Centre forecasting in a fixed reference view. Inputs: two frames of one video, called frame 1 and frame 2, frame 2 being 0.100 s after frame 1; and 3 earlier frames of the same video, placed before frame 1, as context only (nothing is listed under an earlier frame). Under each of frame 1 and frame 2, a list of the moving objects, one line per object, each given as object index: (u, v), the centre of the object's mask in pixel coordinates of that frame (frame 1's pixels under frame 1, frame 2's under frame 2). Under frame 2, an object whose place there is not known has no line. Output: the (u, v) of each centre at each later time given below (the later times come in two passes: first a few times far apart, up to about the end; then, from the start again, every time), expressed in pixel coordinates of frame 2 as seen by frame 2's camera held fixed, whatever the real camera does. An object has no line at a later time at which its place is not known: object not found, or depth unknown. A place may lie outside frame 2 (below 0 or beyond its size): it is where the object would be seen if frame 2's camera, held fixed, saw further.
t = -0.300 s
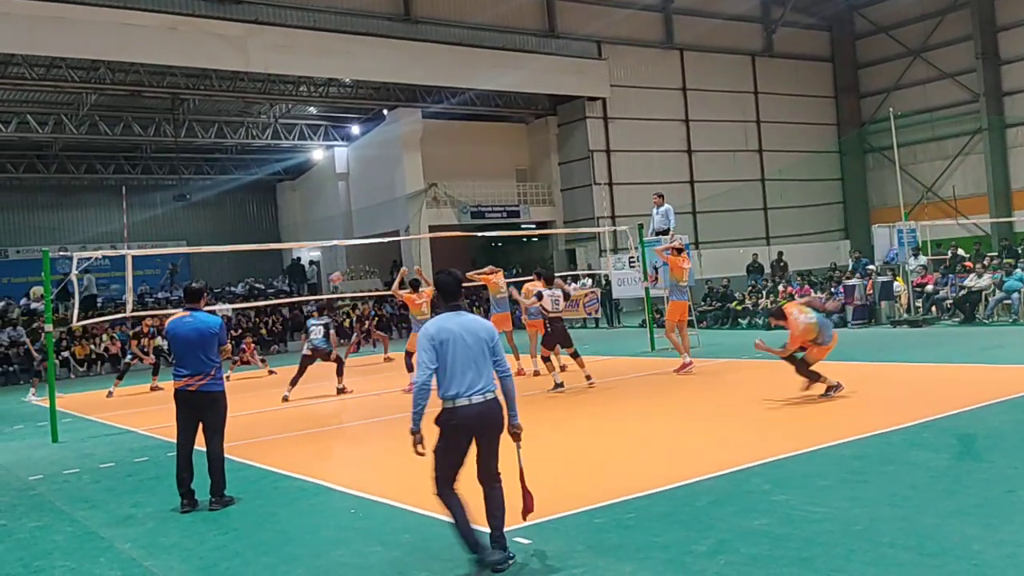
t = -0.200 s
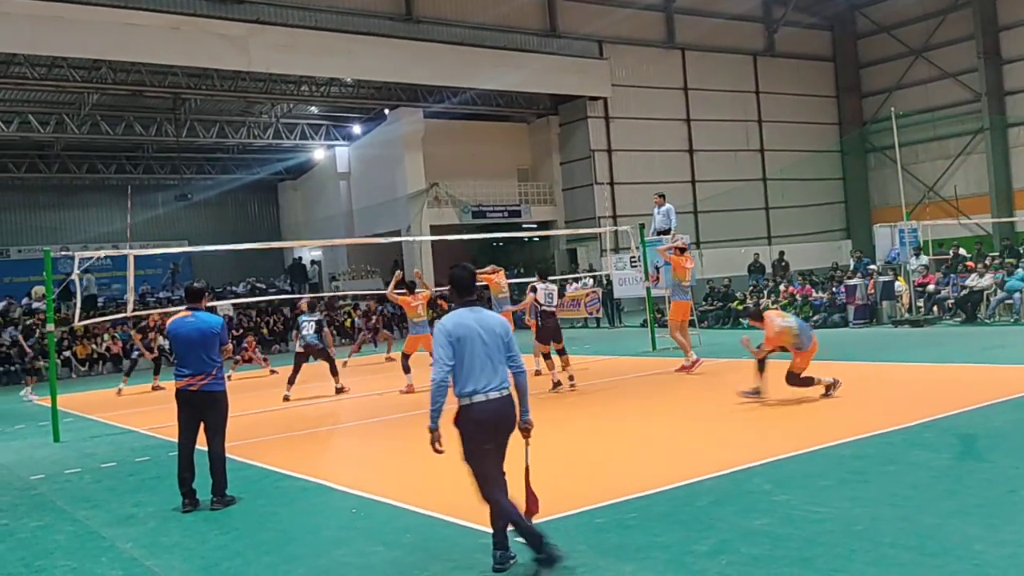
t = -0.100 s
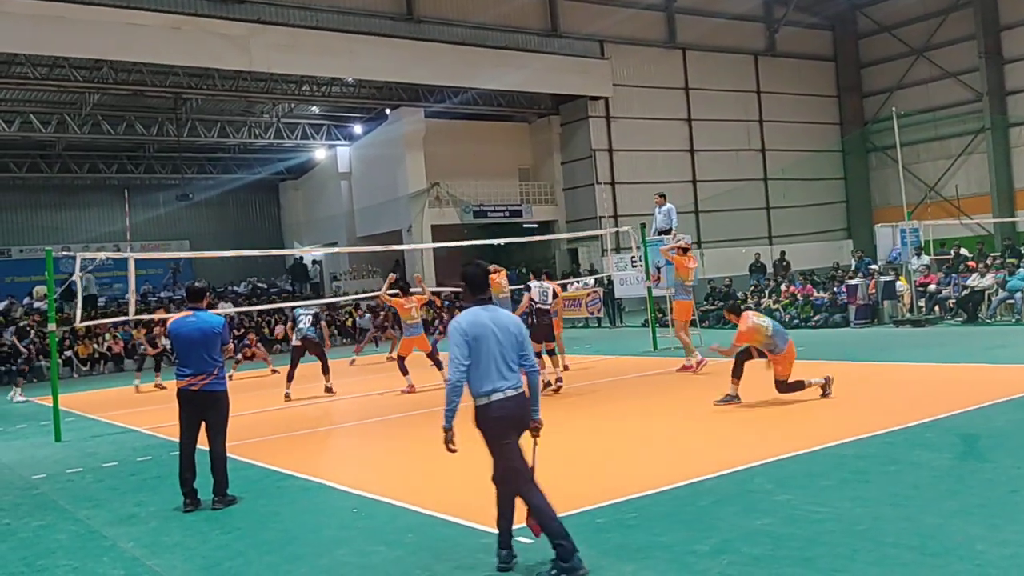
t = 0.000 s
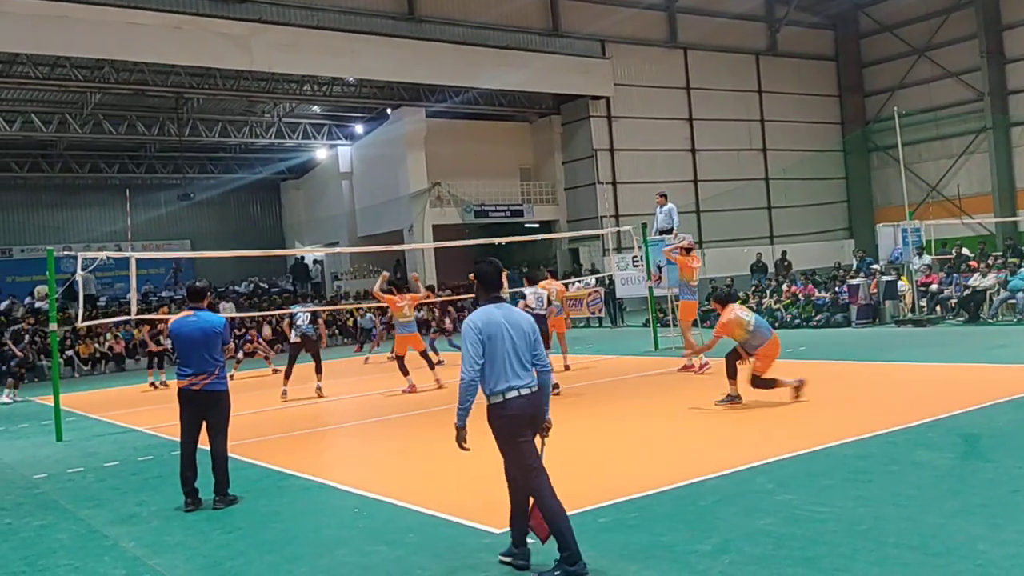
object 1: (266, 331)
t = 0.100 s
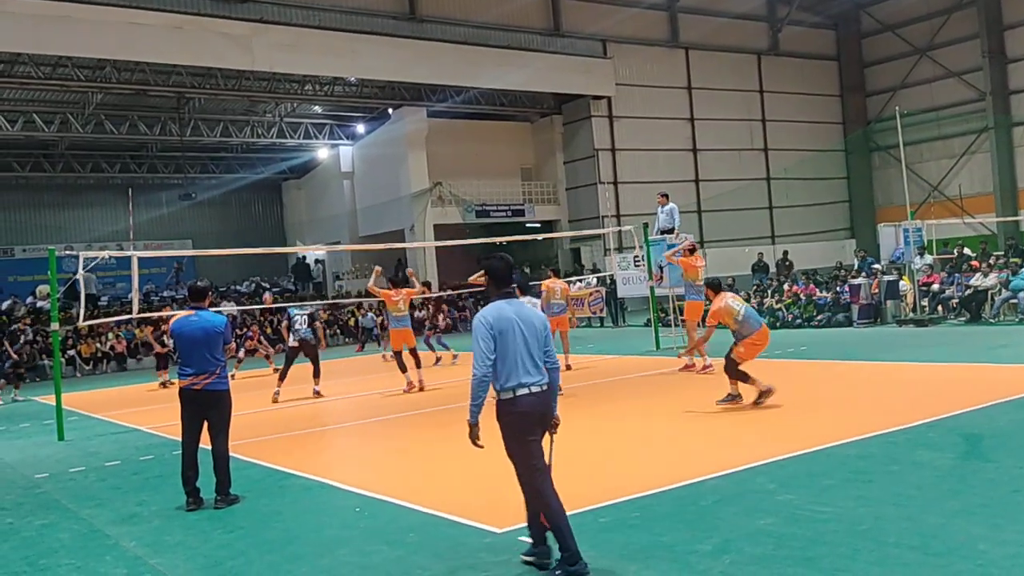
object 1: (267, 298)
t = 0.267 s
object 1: (266, 250)
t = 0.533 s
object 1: (266, 191)
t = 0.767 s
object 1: (266, 165)
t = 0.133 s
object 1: (267, 288)
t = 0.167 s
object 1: (268, 276)
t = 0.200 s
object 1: (267, 267)
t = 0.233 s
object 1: (267, 257)
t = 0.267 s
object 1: (266, 250)
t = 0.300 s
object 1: (266, 238)
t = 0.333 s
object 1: (266, 232)
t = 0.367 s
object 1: (266, 224)
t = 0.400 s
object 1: (266, 216)
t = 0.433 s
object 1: (266, 209)
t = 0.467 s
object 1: (265, 203)
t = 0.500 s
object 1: (265, 196)
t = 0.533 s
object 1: (266, 191)
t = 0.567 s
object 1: (266, 186)
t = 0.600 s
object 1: (266, 181)
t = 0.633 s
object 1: (266, 177)
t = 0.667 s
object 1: (266, 173)
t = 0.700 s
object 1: (266, 169)
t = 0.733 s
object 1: (266, 167)
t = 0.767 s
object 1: (266, 165)
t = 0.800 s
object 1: (267, 163)
